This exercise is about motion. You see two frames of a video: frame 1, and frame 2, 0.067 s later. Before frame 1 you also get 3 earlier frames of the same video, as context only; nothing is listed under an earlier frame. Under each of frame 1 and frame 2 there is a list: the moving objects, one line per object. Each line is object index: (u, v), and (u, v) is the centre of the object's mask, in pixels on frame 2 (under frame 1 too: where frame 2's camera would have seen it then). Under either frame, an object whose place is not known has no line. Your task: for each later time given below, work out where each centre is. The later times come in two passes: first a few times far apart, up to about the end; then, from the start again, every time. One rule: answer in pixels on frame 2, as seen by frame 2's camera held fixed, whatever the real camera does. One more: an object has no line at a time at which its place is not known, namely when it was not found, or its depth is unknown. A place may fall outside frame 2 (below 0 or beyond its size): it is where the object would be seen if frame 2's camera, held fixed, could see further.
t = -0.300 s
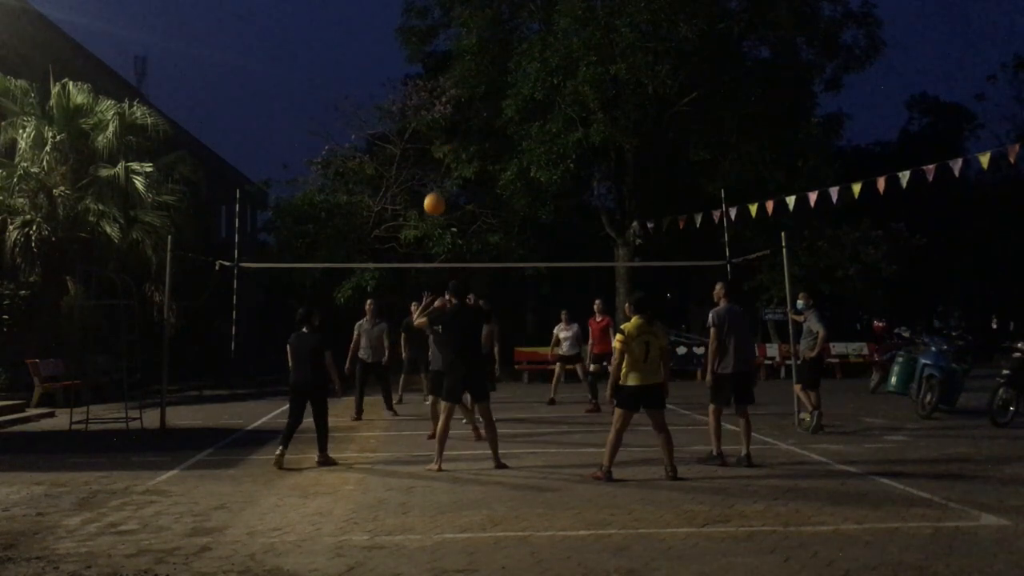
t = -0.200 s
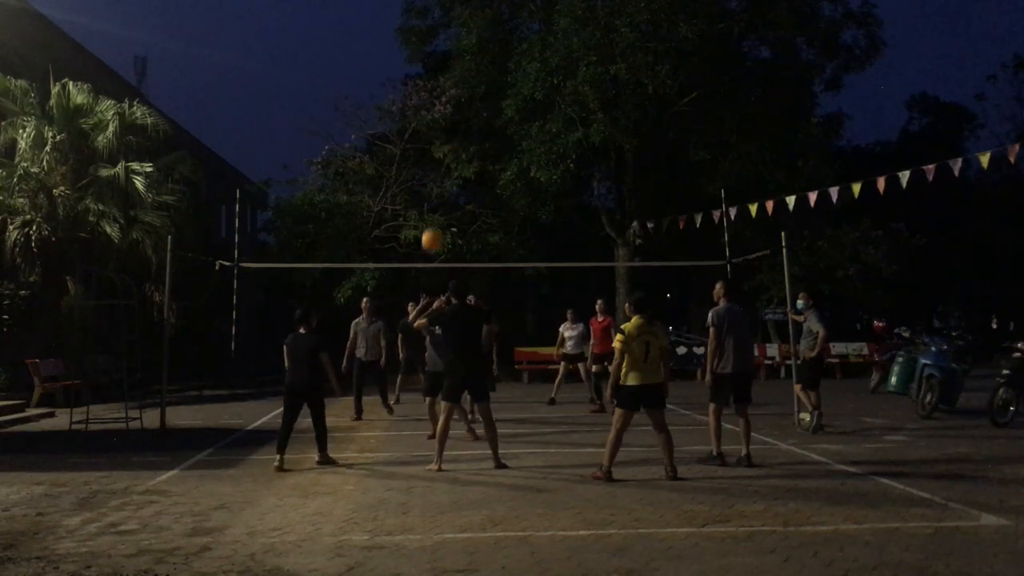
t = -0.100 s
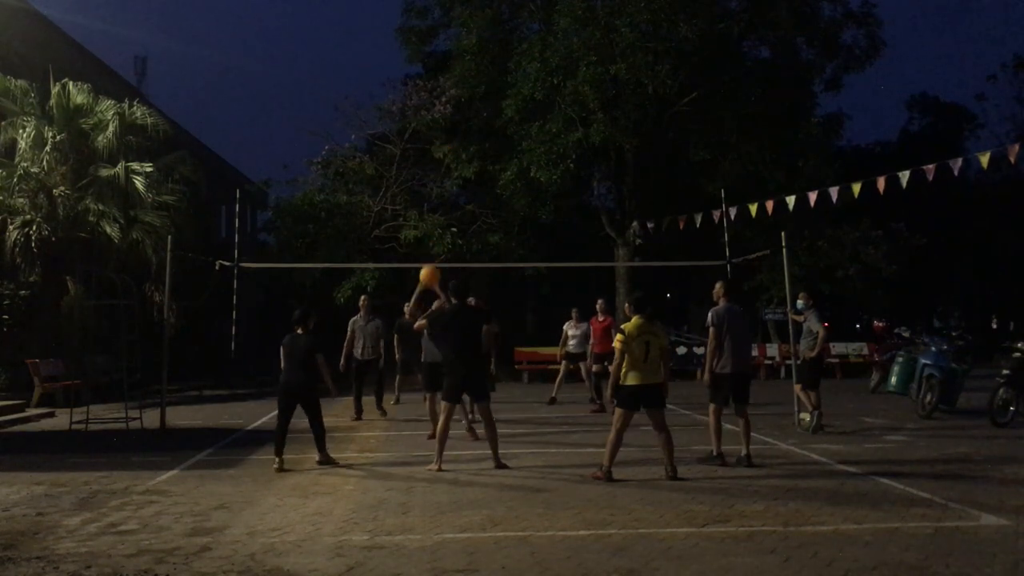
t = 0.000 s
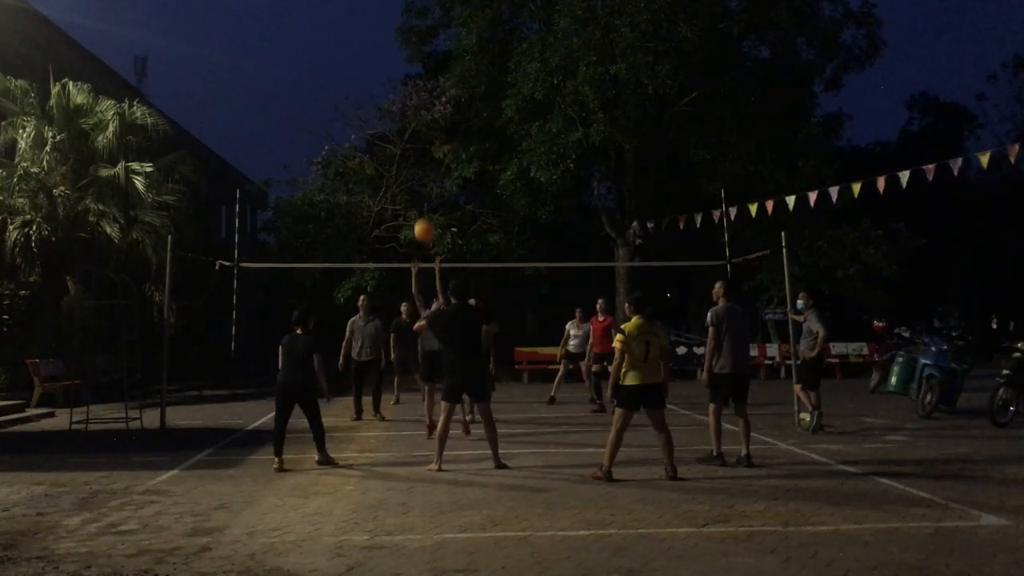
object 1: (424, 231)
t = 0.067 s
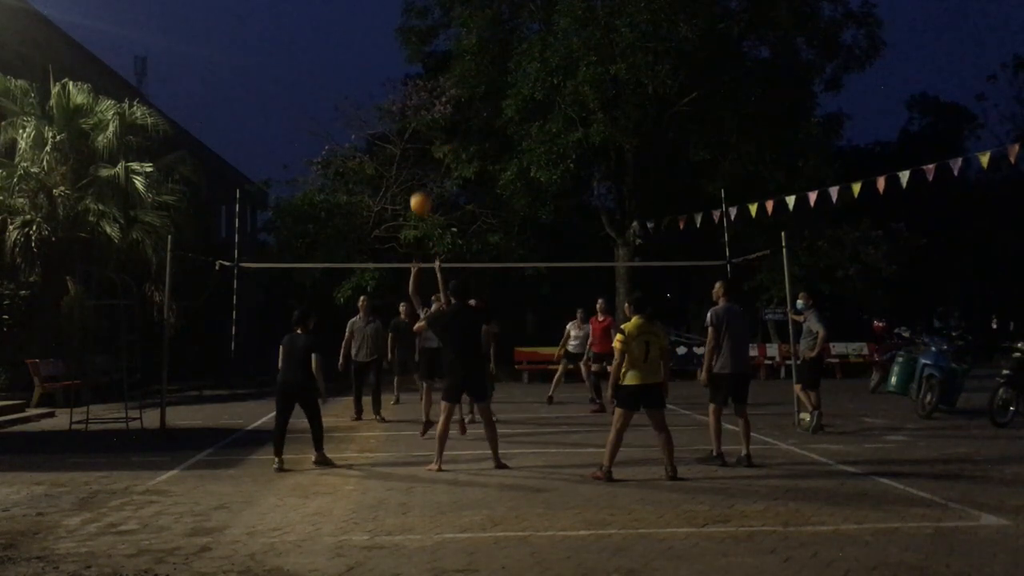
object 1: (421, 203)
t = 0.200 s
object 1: (412, 160)
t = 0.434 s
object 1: (397, 117)
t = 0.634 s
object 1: (385, 117)
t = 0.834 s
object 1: (372, 153)
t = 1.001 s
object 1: (361, 213)
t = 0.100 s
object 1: (418, 192)
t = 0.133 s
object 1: (416, 180)
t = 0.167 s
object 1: (414, 169)
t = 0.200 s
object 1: (412, 160)
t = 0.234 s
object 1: (410, 151)
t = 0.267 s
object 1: (408, 143)
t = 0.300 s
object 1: (405, 136)
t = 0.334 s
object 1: (403, 129)
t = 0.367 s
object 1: (401, 125)
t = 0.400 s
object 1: (399, 121)
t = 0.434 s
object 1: (397, 117)
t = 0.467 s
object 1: (395, 115)
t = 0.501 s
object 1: (393, 113)
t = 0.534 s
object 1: (391, 113)
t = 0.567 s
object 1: (389, 113)
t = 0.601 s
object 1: (386, 115)
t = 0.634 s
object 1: (385, 117)
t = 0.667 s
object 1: (383, 121)
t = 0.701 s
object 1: (380, 126)
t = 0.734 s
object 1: (377, 132)
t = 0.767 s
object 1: (376, 137)
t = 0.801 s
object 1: (374, 146)
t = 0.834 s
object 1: (372, 153)
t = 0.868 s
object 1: (370, 164)
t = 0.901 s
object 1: (368, 174)
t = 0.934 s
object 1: (365, 186)
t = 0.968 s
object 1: (363, 199)
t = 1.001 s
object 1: (361, 213)
